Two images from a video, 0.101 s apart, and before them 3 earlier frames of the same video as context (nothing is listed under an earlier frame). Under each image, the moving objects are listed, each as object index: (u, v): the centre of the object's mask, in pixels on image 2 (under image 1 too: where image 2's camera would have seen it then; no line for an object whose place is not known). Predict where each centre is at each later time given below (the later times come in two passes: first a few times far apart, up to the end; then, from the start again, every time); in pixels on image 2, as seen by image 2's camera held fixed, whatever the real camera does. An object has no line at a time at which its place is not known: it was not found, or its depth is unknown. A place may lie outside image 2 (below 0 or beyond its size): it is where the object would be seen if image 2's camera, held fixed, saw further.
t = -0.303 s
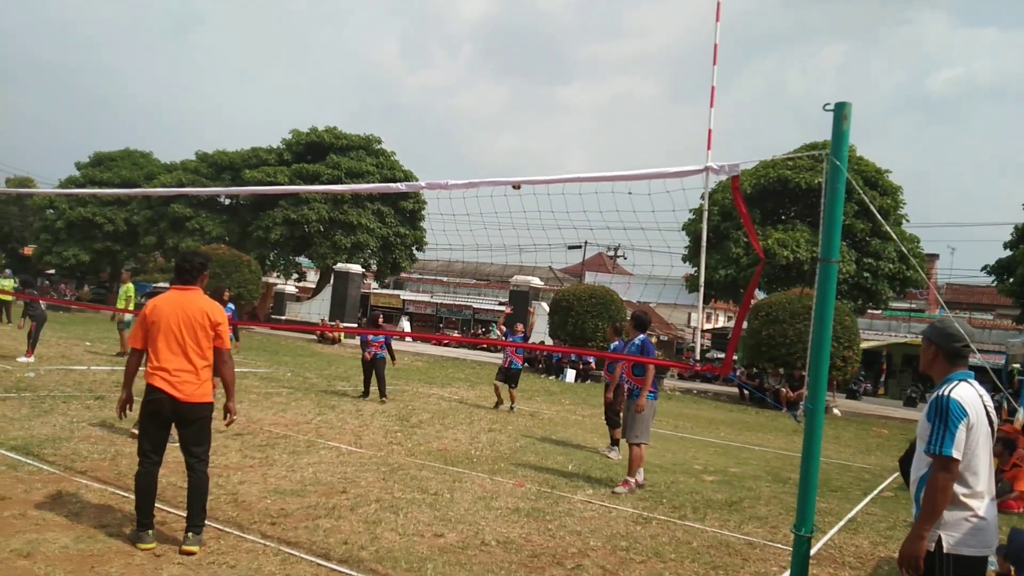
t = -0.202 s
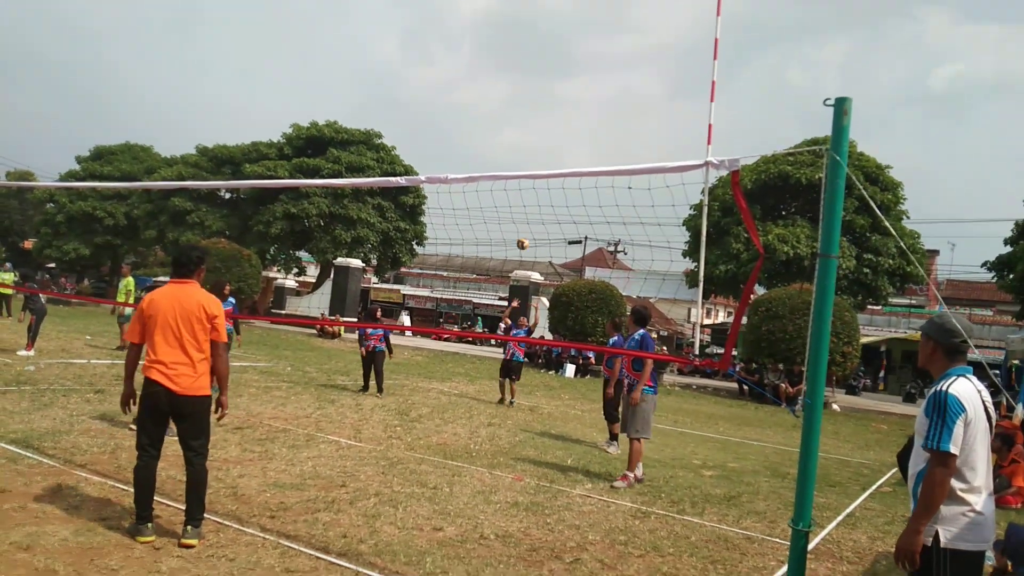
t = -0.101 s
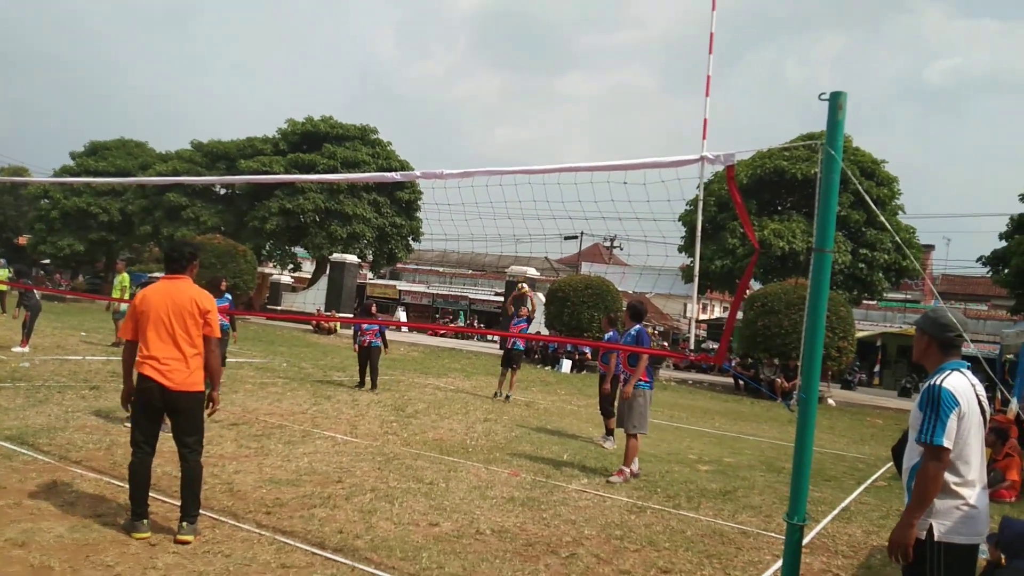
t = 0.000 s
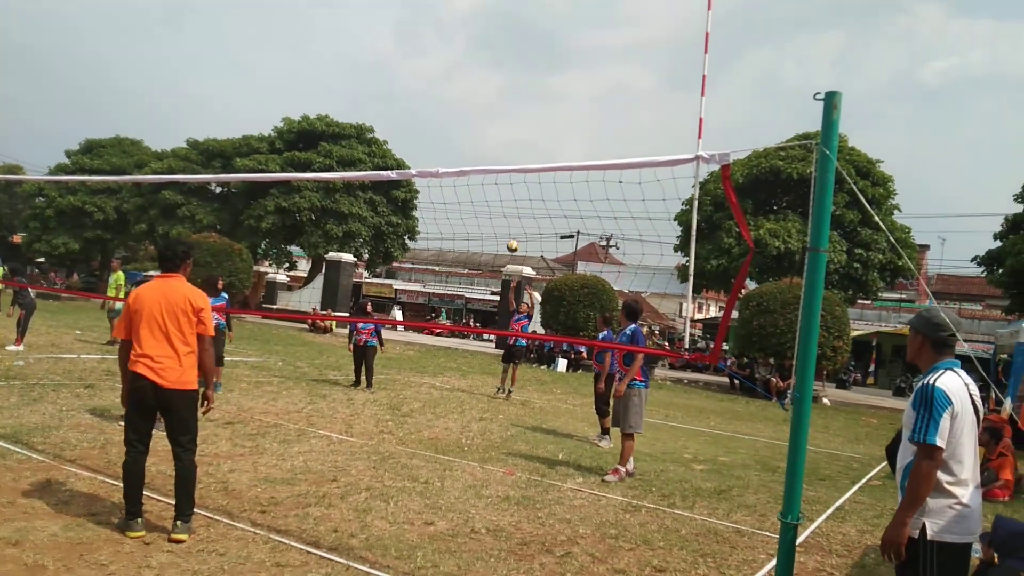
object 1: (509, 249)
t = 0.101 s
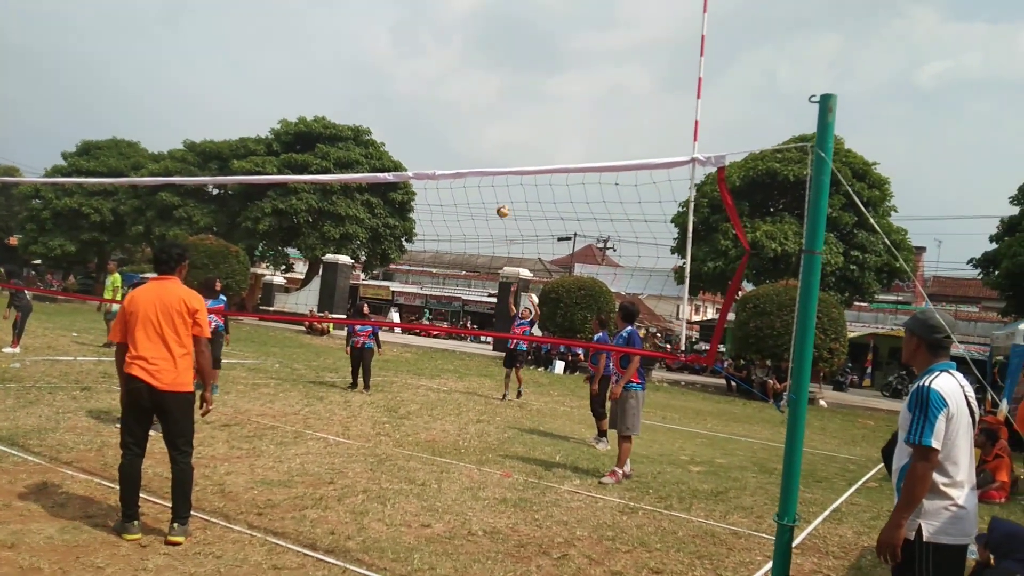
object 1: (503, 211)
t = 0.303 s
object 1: (485, 147)
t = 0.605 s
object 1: (450, 88)
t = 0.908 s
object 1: (401, 85)
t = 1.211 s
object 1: (335, 160)
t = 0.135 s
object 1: (500, 199)
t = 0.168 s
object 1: (497, 188)
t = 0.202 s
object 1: (494, 180)
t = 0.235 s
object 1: (491, 165)
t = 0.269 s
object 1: (488, 157)
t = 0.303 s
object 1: (485, 147)
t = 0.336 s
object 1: (482, 139)
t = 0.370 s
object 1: (479, 130)
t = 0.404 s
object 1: (475, 122)
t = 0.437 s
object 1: (471, 115)
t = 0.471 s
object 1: (467, 108)
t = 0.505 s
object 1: (463, 102)
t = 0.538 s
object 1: (459, 97)
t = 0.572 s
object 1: (455, 92)
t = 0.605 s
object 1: (450, 88)
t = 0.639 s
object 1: (446, 85)
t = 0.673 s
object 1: (441, 82)
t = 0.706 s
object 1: (436, 80)
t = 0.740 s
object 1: (430, 79)
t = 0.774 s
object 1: (425, 79)
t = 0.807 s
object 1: (419, 79)
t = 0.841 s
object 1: (413, 80)
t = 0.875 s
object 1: (407, 82)
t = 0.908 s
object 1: (401, 85)
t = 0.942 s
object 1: (395, 90)
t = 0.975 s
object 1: (388, 95)
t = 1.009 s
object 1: (381, 101)
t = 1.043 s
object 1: (374, 108)
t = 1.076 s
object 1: (366, 116)
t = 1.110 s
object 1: (359, 126)
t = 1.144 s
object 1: (352, 136)
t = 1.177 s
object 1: (344, 147)
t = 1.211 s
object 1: (335, 160)
